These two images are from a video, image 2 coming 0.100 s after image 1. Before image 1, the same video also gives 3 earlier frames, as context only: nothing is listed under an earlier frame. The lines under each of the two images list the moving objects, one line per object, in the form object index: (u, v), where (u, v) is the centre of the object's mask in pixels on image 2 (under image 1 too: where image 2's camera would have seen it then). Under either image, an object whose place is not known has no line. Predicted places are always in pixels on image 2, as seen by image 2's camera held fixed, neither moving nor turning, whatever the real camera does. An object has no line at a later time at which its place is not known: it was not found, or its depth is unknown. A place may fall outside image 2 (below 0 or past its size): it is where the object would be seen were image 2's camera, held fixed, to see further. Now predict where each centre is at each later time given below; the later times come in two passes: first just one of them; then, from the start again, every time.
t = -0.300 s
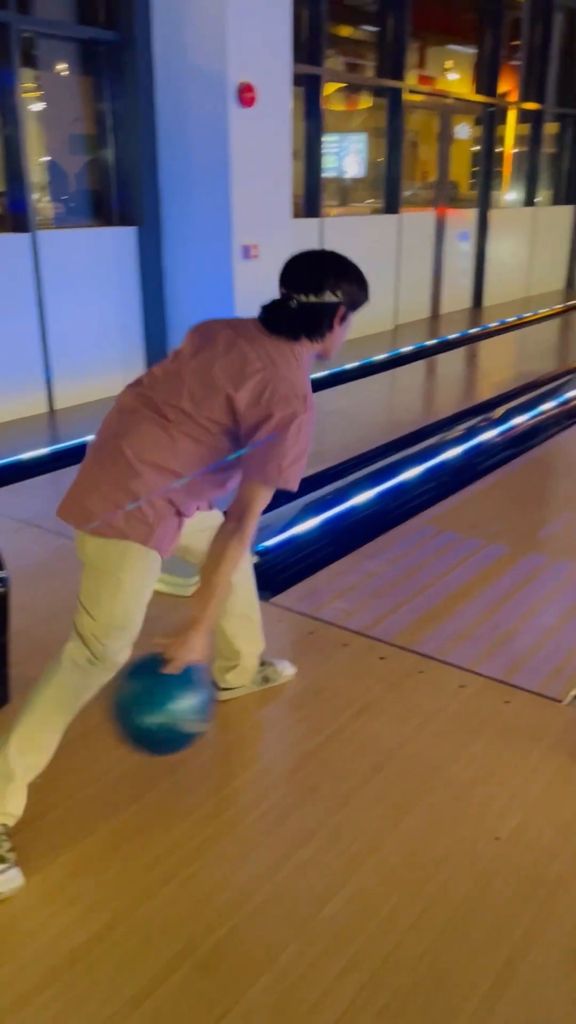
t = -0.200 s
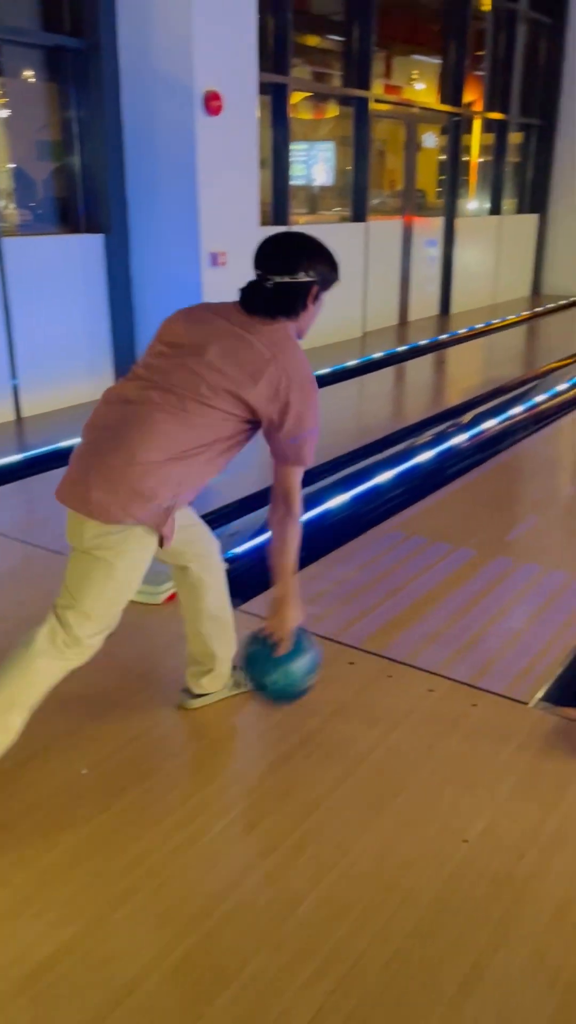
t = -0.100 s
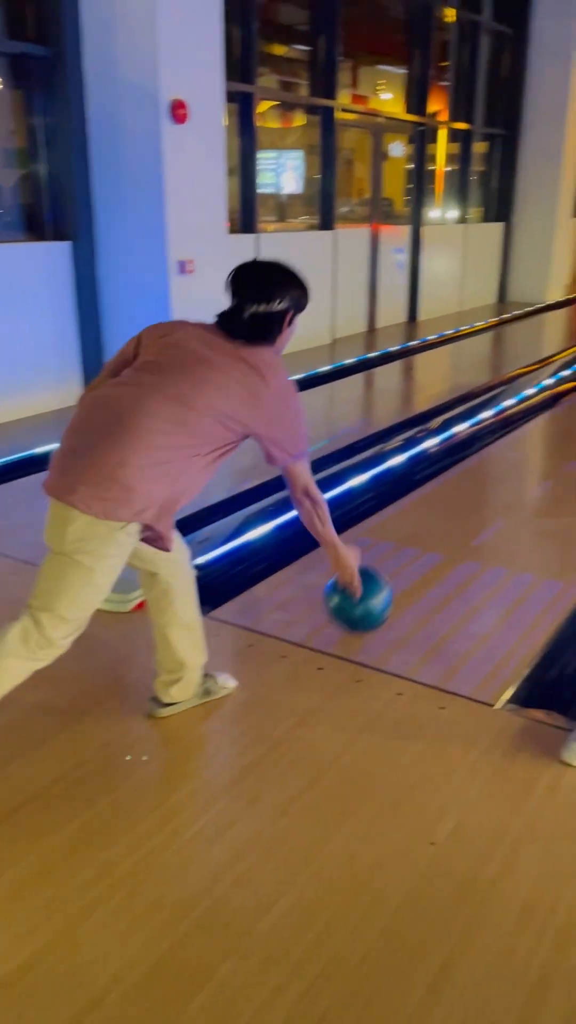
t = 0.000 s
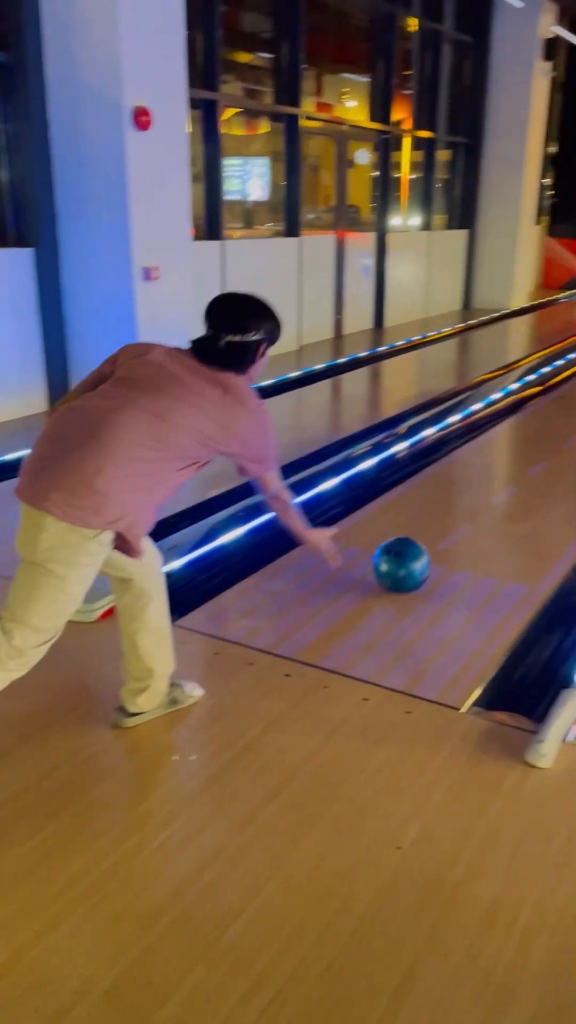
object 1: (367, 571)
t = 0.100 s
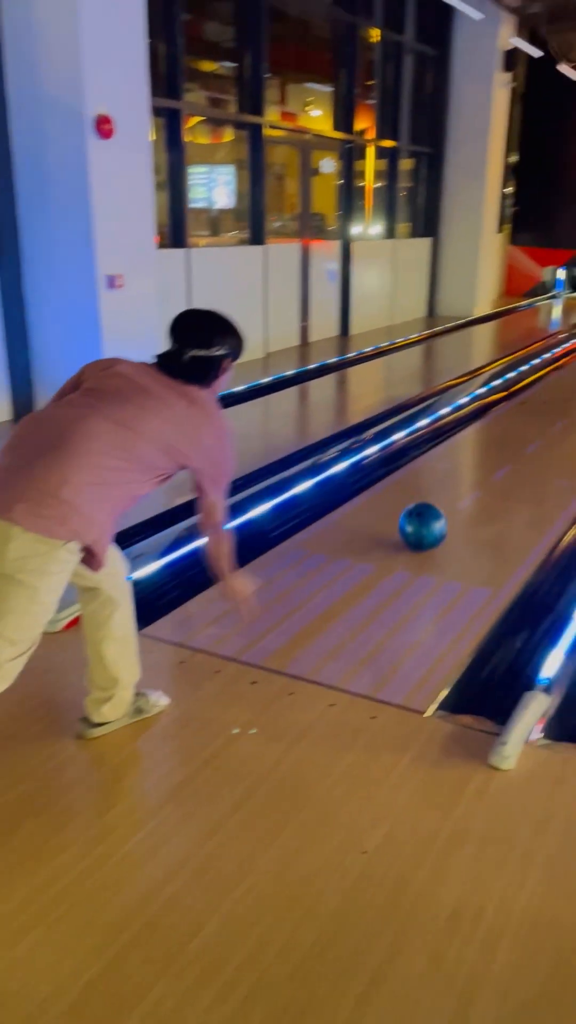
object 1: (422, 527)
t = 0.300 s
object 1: (496, 462)
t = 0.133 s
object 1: (438, 514)
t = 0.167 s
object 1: (451, 502)
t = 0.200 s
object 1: (464, 491)
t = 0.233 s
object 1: (476, 480)
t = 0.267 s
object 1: (486, 471)
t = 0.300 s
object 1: (496, 462)
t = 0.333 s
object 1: (505, 454)
